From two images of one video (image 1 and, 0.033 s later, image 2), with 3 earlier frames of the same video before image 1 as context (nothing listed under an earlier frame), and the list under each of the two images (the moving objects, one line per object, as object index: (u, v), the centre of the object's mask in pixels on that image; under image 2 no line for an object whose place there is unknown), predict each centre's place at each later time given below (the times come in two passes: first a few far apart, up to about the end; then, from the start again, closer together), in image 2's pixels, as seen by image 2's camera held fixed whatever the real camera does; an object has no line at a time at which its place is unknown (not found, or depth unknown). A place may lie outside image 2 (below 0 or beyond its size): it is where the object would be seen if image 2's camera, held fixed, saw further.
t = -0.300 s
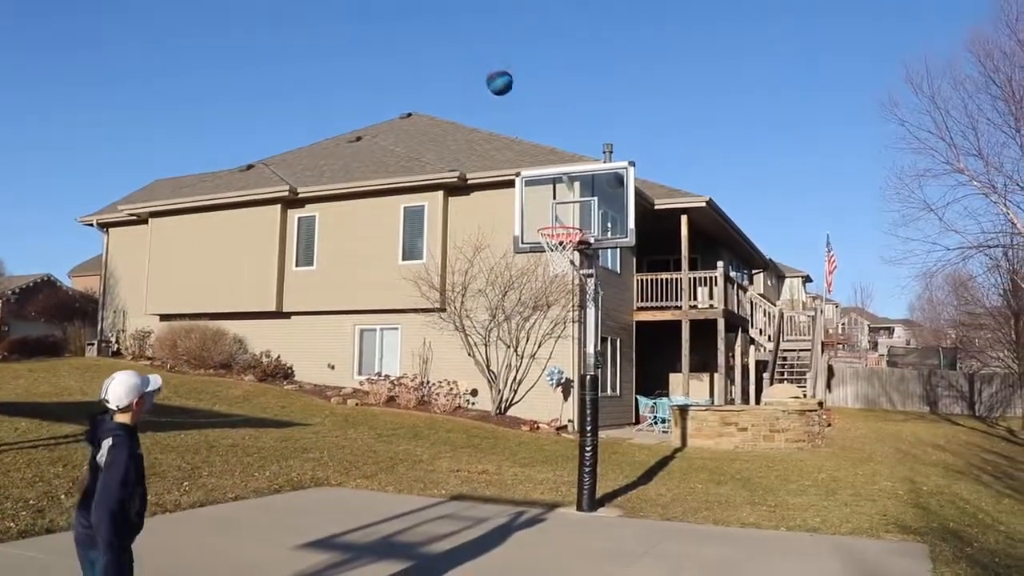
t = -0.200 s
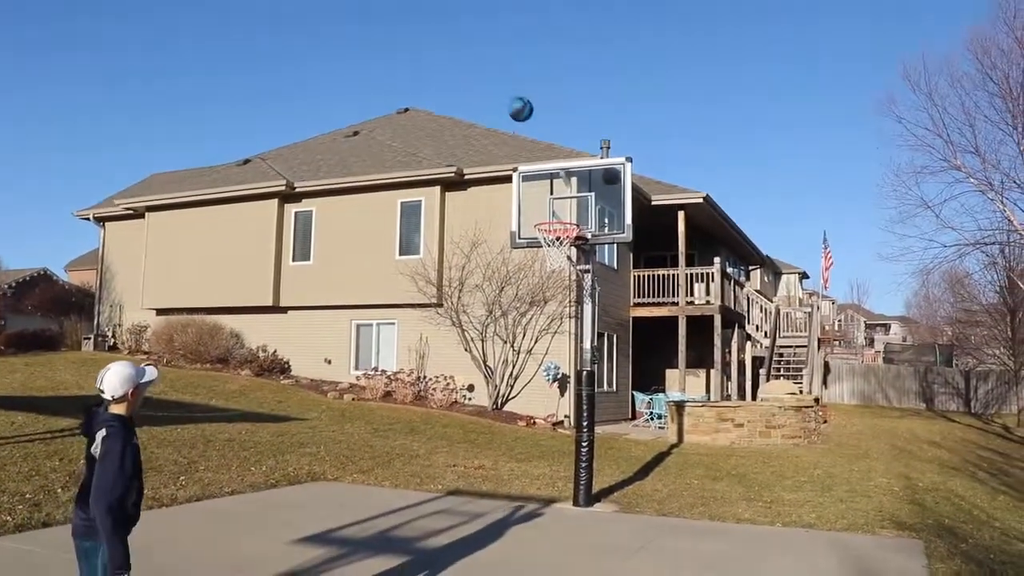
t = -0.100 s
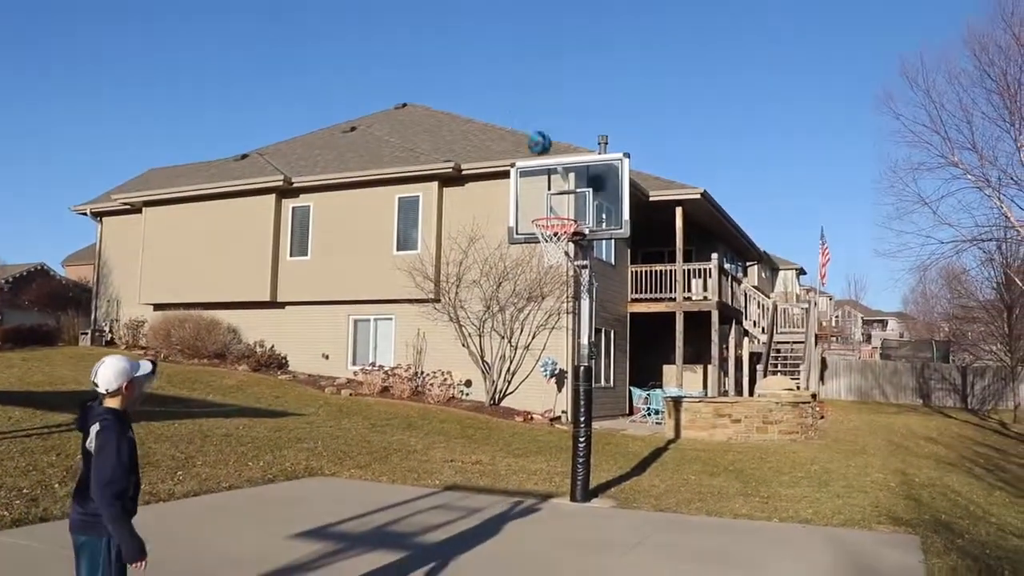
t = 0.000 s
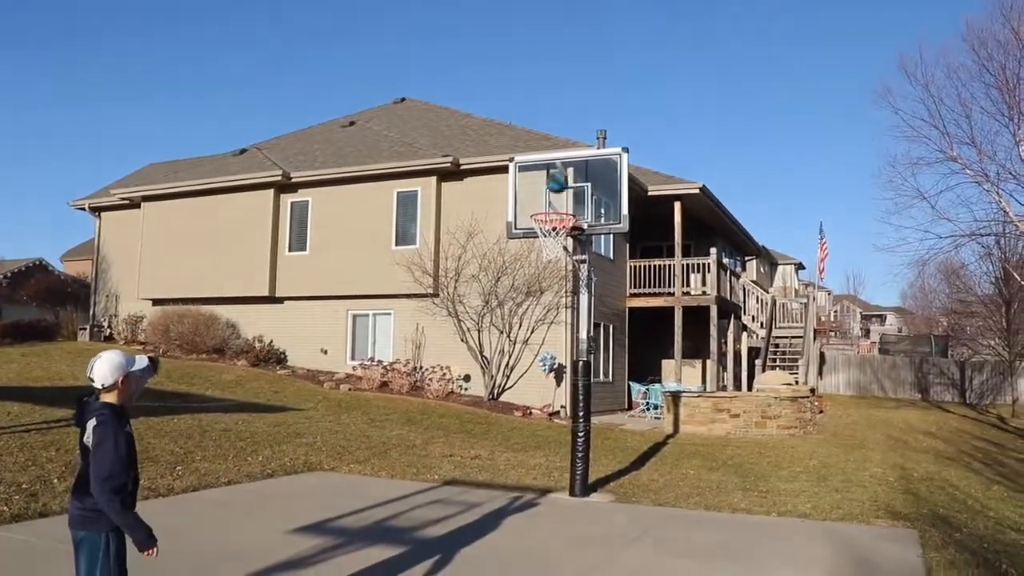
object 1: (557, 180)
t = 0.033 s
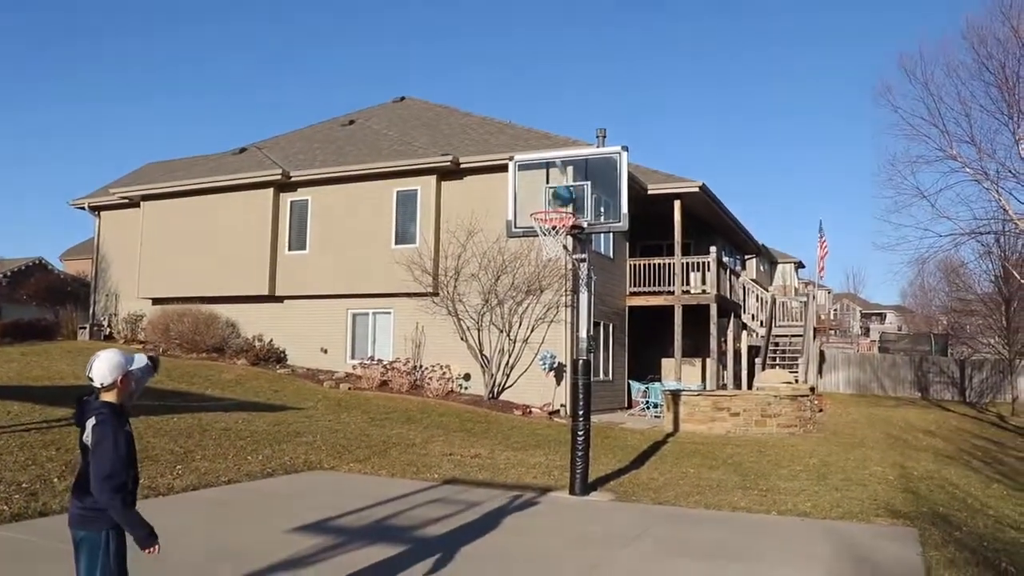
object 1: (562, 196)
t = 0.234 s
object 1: (562, 161)
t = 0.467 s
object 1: (554, 134)
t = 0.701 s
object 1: (545, 155)
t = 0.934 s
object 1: (534, 235)
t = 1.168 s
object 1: (522, 388)
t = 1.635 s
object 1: (536, 341)
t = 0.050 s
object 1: (564, 202)
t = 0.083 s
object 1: (569, 203)
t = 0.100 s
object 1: (567, 197)
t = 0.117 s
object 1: (566, 192)
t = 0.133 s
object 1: (565, 186)
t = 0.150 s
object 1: (565, 182)
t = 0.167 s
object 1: (565, 177)
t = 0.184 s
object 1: (567, 173)
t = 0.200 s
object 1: (563, 170)
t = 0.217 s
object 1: (562, 165)
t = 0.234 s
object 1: (562, 161)
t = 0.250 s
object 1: (561, 158)
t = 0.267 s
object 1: (561, 154)
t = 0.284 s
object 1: (561, 152)
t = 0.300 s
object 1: (560, 148)
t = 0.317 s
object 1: (560, 146)
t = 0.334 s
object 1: (558, 143)
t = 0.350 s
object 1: (558, 141)
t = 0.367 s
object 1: (557, 139)
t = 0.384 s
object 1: (557, 137)
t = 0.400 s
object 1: (557, 136)
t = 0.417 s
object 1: (556, 136)
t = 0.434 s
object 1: (556, 134)
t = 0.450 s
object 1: (555, 133)
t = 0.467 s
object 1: (554, 134)
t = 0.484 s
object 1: (554, 133)
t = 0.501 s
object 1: (553, 133)
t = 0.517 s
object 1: (553, 133)
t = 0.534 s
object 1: (551, 134)
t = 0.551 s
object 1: (552, 134)
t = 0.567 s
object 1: (550, 136)
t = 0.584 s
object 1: (550, 137)
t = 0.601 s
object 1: (549, 138)
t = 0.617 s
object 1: (548, 140)
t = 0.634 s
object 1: (548, 143)
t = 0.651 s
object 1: (547, 145)
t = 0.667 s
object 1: (547, 147)
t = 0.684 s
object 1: (546, 152)
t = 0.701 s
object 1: (545, 155)
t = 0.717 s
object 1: (544, 158)
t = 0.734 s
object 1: (543, 162)
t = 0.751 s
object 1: (542, 166)
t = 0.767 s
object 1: (541, 171)
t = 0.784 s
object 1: (540, 176)
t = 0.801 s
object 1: (540, 181)
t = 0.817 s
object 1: (539, 186)
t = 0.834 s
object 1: (538, 193)
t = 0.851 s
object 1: (538, 199)
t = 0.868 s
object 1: (537, 206)
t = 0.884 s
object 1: (536, 213)
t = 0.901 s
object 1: (535, 219)
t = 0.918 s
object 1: (535, 227)
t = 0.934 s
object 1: (534, 235)
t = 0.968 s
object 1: (532, 252)
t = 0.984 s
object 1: (531, 261)
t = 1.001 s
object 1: (531, 271)
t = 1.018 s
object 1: (531, 280)
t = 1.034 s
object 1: (530, 290)
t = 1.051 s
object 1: (530, 300)
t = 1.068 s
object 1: (528, 311)
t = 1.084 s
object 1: (526, 324)
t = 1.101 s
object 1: (526, 336)
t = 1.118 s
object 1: (525, 348)
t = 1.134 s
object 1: (524, 361)
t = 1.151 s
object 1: (524, 374)
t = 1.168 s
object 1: (522, 388)
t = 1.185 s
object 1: (522, 402)
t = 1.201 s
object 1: (520, 417)
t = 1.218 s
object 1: (518, 431)
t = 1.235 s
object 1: (517, 447)
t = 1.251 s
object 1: (516, 464)
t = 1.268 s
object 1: (514, 479)
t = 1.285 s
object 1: (512, 498)
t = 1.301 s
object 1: (511, 515)
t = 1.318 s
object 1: (509, 532)
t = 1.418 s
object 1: (516, 472)
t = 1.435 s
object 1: (518, 461)
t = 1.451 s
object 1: (520, 449)
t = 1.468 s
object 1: (522, 438)
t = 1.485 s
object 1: (524, 426)
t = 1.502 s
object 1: (526, 416)
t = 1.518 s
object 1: (527, 404)
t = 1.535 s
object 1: (529, 394)
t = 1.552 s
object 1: (530, 385)
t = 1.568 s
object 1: (532, 375)
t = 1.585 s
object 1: (533, 366)
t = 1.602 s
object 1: (534, 357)
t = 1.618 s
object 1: (535, 349)
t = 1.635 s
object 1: (536, 341)
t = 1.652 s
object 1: (537, 333)
